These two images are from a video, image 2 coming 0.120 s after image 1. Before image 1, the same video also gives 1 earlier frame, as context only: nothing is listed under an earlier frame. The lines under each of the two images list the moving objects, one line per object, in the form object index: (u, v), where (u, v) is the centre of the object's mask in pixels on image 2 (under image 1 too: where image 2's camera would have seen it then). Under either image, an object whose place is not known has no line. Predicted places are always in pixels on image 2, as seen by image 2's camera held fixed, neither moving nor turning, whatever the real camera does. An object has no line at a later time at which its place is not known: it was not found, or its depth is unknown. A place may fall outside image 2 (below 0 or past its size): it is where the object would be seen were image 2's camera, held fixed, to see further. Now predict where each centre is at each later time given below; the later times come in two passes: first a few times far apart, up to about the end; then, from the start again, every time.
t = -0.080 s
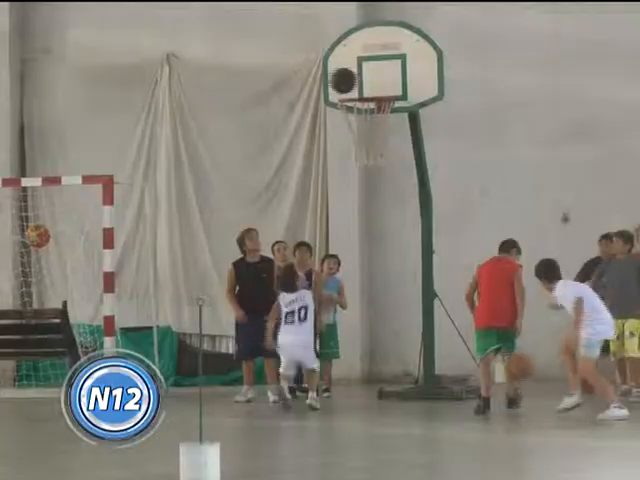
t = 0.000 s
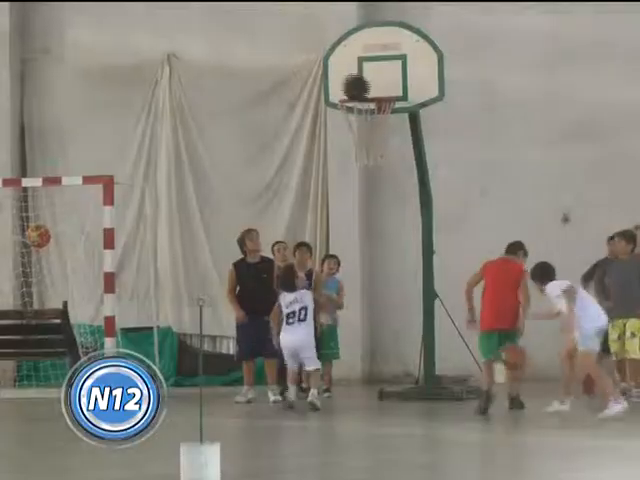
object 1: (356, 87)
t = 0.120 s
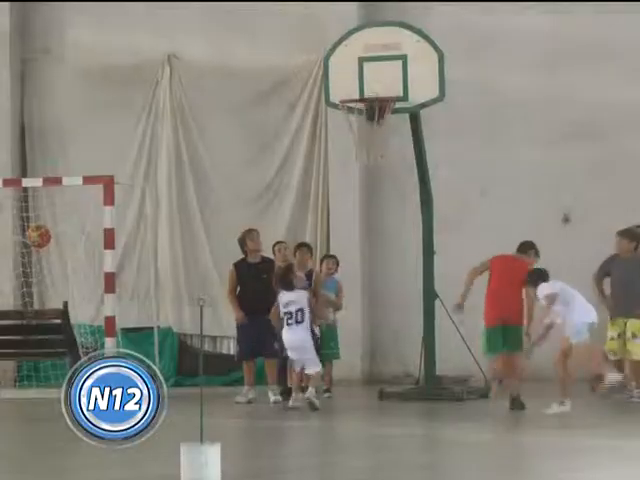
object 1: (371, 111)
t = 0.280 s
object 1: (380, 128)
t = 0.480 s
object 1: (381, 177)
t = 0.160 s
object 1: (375, 116)
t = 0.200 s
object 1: (381, 116)
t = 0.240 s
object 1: (380, 123)
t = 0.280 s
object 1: (380, 128)
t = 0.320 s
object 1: (380, 134)
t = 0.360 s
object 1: (380, 142)
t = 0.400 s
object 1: (380, 152)
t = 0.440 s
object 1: (380, 164)
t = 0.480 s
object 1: (381, 177)
